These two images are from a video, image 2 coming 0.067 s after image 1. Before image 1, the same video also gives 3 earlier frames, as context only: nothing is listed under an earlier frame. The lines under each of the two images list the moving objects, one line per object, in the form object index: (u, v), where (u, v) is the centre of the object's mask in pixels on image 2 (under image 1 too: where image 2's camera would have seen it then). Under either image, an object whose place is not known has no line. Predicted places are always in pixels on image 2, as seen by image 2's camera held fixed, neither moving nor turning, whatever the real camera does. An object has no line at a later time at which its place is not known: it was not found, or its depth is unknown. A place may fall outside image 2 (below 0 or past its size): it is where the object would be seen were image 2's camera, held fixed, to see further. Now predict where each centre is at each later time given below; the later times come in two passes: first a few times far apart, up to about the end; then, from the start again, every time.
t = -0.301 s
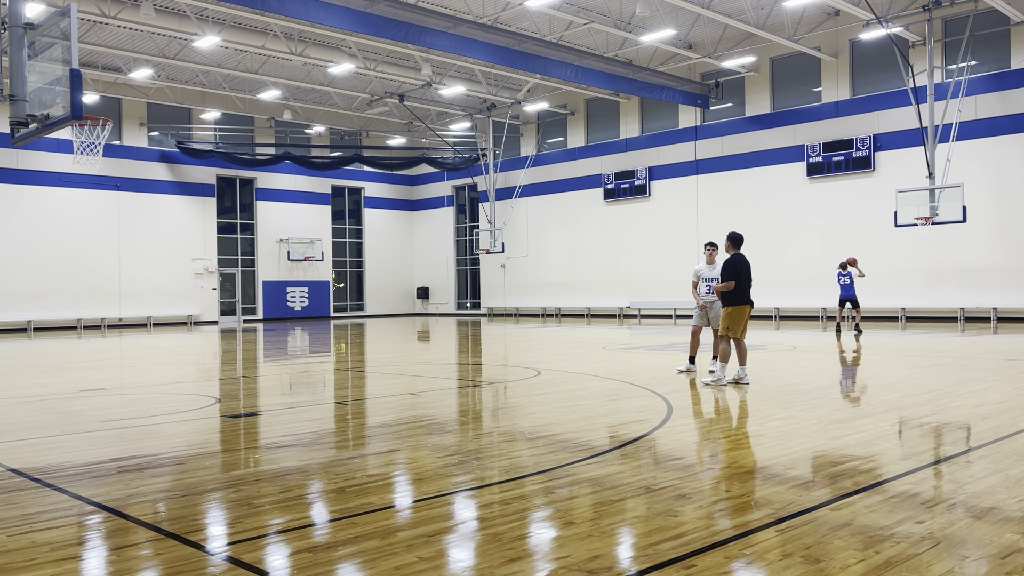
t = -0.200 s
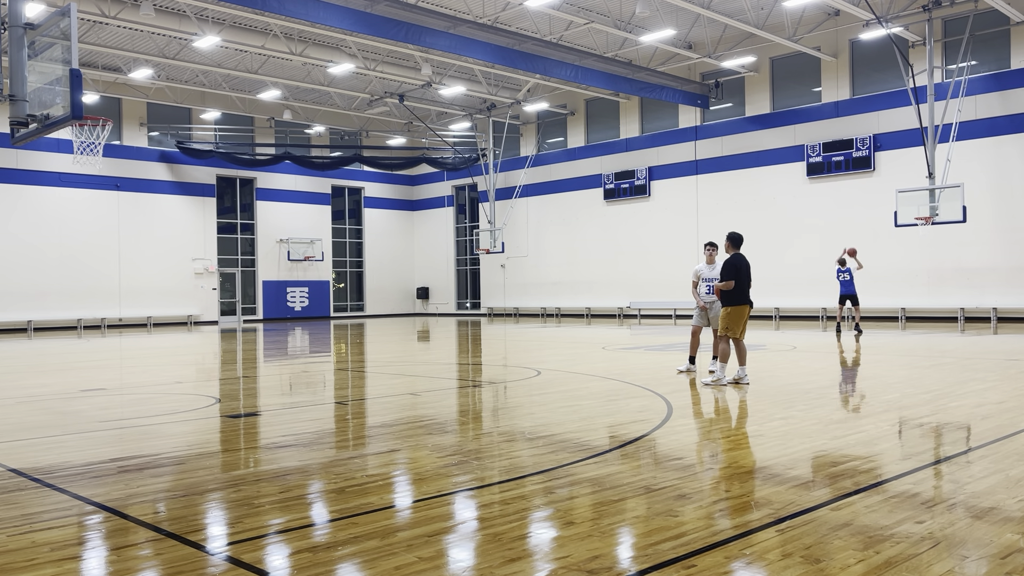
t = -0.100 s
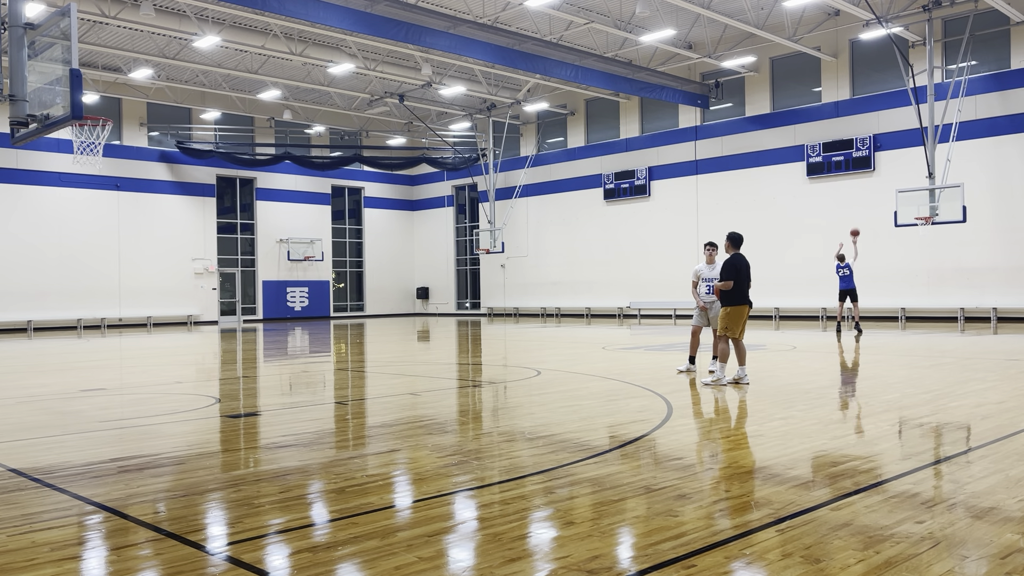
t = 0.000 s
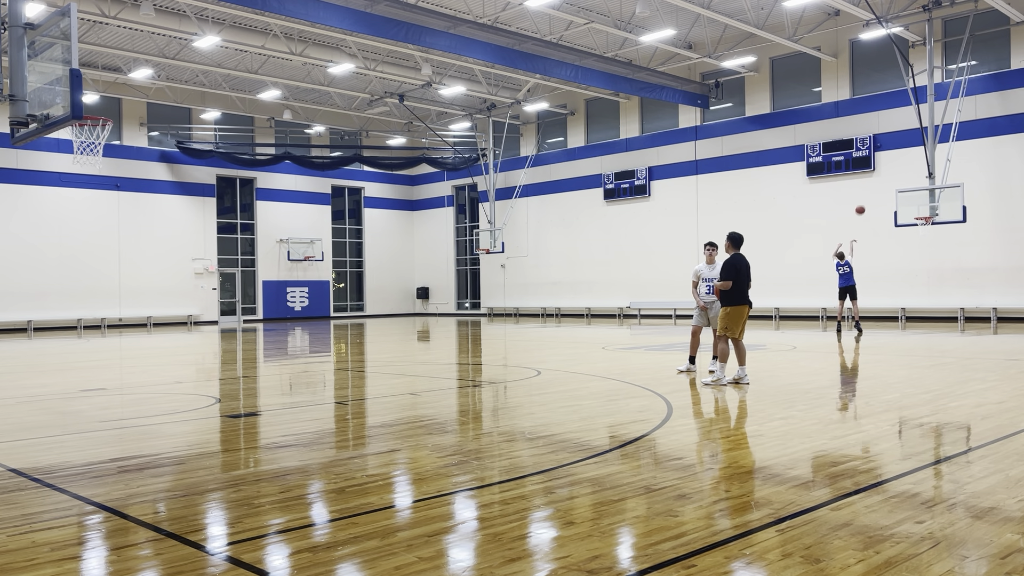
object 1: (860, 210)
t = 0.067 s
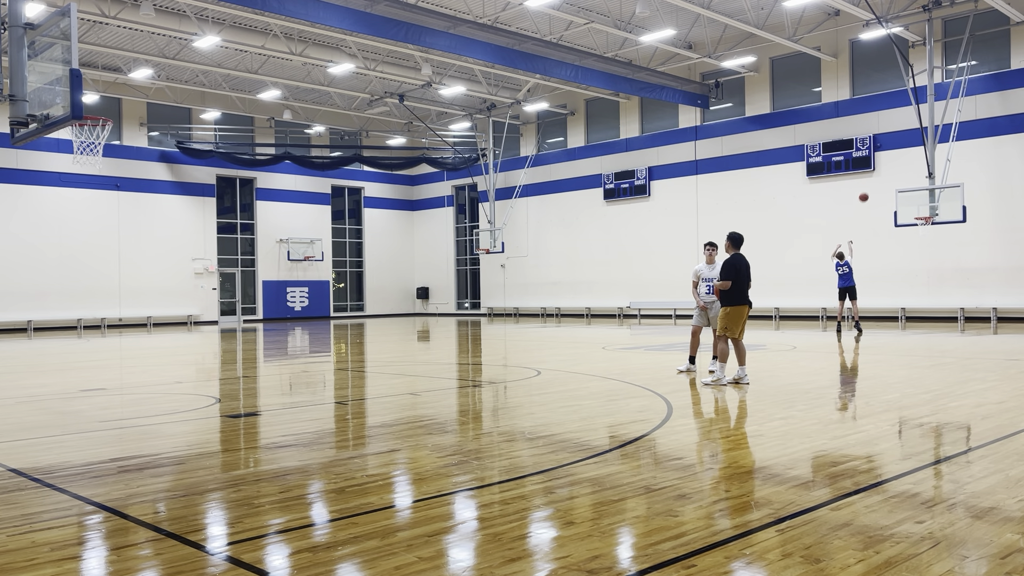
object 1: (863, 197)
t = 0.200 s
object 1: (871, 176)
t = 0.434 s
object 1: (883, 159)
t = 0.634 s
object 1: (894, 160)
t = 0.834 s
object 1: (904, 174)
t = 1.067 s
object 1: (915, 207)
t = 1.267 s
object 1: (936, 206)
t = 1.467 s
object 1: (950, 194)
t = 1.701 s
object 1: (967, 197)
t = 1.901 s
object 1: (982, 216)
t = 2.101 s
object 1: (997, 249)
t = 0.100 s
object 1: (865, 192)
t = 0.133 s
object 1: (867, 186)
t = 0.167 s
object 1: (869, 182)
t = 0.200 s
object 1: (871, 176)
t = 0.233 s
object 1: (872, 173)
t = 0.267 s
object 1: (874, 170)
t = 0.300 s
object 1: (876, 167)
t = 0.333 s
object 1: (878, 165)
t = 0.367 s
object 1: (880, 162)
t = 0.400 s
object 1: (881, 161)
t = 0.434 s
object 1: (883, 159)
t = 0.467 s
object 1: (885, 158)
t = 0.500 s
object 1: (887, 158)
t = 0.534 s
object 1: (888, 158)
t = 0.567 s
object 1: (890, 158)
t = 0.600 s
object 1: (892, 159)
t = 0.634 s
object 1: (894, 160)
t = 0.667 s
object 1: (895, 161)
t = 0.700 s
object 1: (897, 163)
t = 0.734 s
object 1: (899, 165)
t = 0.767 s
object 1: (900, 168)
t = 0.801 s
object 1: (902, 171)
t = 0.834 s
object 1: (904, 174)
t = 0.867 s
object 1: (905, 178)
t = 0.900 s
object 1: (907, 182)
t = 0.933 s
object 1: (909, 186)
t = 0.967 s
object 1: (910, 191)
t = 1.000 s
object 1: (912, 196)
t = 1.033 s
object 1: (914, 202)
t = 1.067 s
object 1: (915, 207)
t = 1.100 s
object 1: (917, 213)
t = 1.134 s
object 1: (921, 214)
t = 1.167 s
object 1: (926, 214)
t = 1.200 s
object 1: (931, 213)
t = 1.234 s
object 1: (933, 209)
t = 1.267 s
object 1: (936, 206)
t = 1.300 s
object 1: (938, 203)
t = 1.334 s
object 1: (940, 200)
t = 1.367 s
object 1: (942, 198)
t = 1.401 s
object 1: (945, 196)
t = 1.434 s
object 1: (947, 195)
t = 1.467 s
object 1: (950, 194)
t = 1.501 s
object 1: (952, 193)
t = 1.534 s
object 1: (954, 193)
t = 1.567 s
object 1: (957, 193)
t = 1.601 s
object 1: (959, 193)
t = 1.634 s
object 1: (962, 194)
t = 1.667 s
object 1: (964, 195)
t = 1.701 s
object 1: (967, 197)
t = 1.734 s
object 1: (969, 199)
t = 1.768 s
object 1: (972, 202)
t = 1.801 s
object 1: (974, 205)
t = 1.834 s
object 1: (977, 208)
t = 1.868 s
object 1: (979, 212)
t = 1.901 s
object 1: (982, 216)
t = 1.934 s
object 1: (984, 220)
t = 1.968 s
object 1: (987, 225)
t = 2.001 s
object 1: (989, 231)
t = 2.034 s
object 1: (992, 237)
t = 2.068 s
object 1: (994, 243)
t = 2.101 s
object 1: (997, 249)
